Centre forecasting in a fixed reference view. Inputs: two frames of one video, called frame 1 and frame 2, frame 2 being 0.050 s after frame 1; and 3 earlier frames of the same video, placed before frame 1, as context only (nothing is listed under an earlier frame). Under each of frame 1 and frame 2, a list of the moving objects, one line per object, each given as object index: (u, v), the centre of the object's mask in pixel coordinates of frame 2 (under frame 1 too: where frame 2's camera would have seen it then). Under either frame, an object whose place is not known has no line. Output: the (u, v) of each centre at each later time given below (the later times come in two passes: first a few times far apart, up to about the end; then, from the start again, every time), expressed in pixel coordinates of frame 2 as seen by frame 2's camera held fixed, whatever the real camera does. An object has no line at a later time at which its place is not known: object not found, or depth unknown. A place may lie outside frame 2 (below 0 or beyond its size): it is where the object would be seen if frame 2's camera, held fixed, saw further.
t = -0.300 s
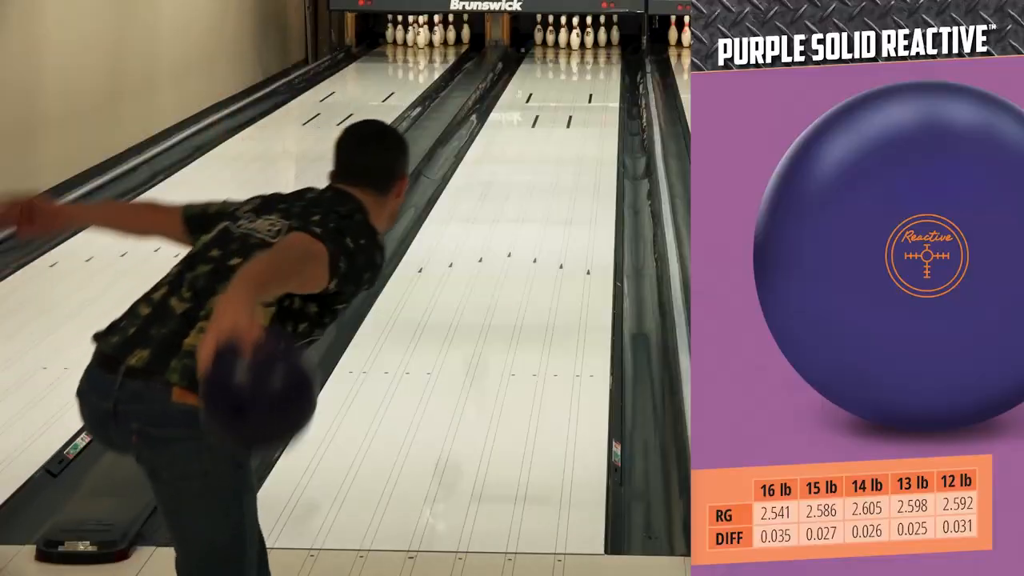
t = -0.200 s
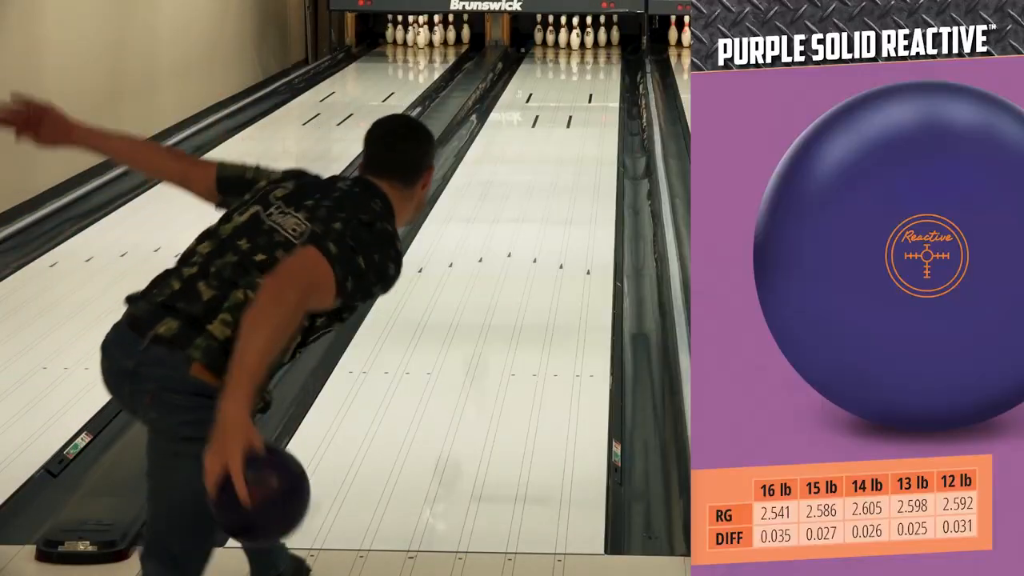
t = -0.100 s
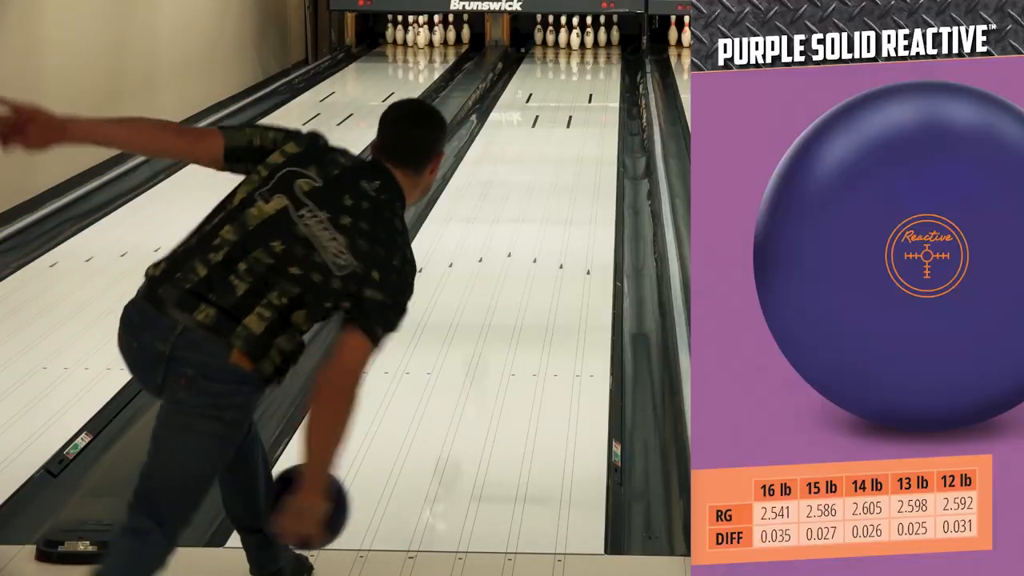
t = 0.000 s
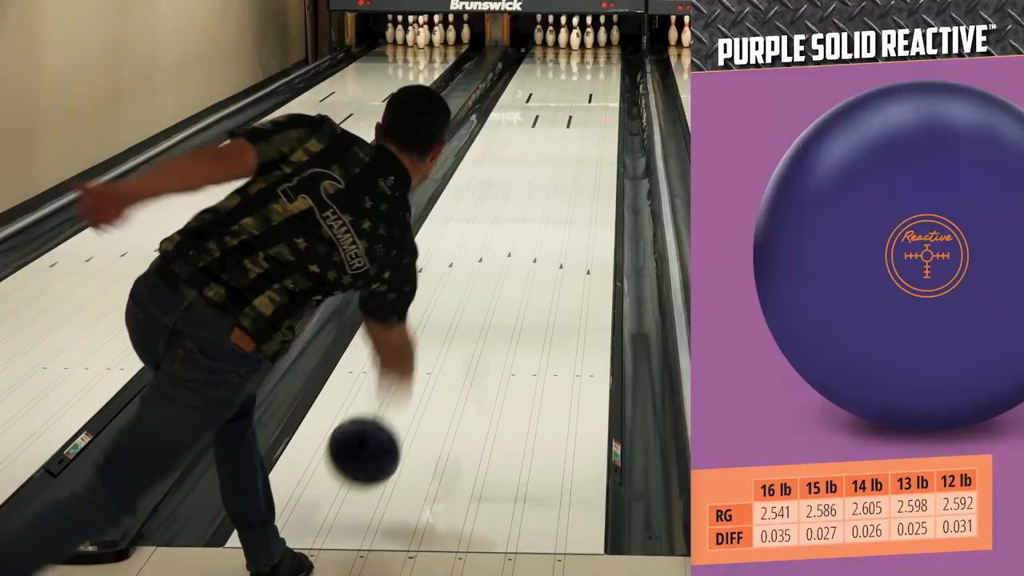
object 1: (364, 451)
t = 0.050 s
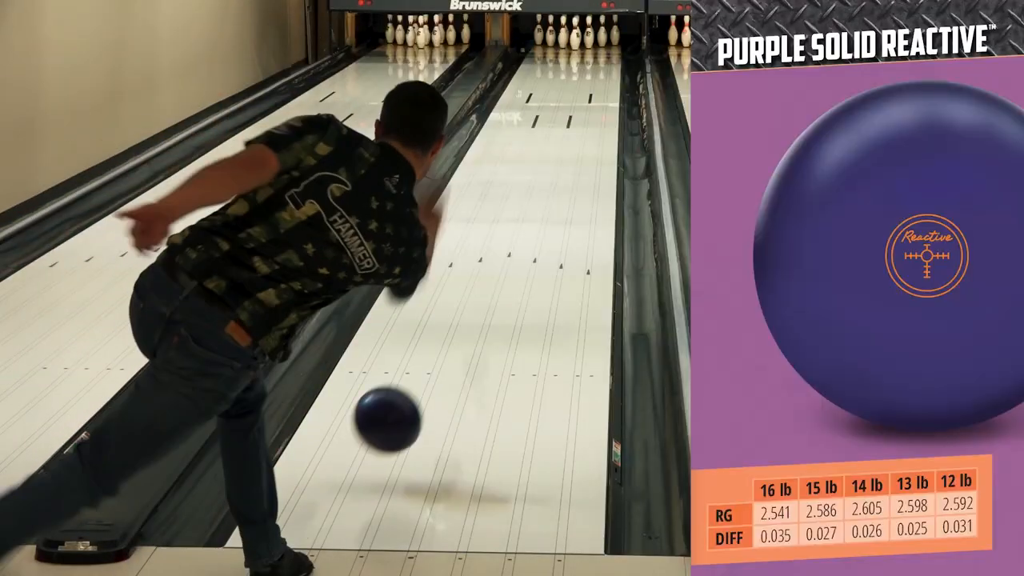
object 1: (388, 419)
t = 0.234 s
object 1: (454, 345)
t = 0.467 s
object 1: (508, 261)
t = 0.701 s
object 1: (544, 202)
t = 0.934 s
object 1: (569, 159)
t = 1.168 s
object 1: (587, 127)
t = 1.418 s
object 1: (600, 101)
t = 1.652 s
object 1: (605, 81)
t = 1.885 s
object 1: (604, 65)
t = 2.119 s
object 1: (595, 52)
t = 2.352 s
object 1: (582, 42)
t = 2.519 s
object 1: (578, 38)
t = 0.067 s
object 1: (395, 411)
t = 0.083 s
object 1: (402, 404)
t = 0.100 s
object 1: (409, 398)
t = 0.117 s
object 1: (415, 393)
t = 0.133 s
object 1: (422, 390)
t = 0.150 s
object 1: (428, 387)
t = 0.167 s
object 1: (433, 381)
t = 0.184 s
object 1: (439, 370)
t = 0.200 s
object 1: (444, 360)
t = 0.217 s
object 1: (450, 352)
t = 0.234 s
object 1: (454, 345)
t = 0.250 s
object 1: (459, 339)
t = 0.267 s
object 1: (464, 333)
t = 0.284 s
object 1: (468, 326)
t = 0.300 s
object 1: (472, 319)
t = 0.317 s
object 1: (476, 312)
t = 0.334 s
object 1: (480, 306)
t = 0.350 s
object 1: (484, 300)
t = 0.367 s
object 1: (488, 294)
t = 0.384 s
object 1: (492, 288)
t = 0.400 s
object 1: (495, 282)
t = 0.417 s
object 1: (498, 277)
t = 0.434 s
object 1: (502, 271)
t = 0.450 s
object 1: (505, 266)
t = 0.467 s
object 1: (508, 261)
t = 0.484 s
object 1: (511, 256)
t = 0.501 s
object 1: (514, 252)
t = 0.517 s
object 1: (517, 247)
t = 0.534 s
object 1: (520, 243)
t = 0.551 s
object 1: (523, 238)
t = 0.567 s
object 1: (525, 234)
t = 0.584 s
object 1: (528, 230)
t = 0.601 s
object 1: (530, 225)
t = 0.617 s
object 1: (533, 221)
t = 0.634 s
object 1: (535, 217)
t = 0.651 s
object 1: (538, 213)
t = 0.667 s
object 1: (540, 209)
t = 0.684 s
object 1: (542, 206)
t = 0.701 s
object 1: (544, 202)
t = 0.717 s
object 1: (546, 199)
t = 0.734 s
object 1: (548, 195)
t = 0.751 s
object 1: (550, 192)
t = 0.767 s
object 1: (552, 188)
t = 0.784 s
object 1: (554, 185)
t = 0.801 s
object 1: (556, 182)
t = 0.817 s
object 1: (558, 179)
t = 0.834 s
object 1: (559, 176)
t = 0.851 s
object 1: (561, 173)
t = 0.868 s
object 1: (563, 171)
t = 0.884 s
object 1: (564, 168)
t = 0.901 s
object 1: (566, 165)
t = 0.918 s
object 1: (567, 162)
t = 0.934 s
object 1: (569, 159)
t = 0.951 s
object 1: (571, 157)
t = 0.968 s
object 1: (572, 154)
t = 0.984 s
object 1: (573, 152)
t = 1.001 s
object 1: (575, 149)
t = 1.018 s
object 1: (576, 147)
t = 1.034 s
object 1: (577, 145)
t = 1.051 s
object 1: (579, 142)
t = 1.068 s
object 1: (580, 140)
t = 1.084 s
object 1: (581, 138)
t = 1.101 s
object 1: (582, 136)
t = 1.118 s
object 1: (583, 133)
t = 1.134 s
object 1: (585, 131)
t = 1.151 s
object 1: (586, 129)
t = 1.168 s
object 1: (587, 127)
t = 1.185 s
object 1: (588, 125)
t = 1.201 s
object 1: (589, 124)
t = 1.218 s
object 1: (590, 122)
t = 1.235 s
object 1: (591, 120)
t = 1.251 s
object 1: (592, 118)
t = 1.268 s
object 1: (593, 116)
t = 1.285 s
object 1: (594, 114)
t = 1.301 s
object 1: (594, 113)
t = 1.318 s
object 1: (595, 111)
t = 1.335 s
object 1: (596, 109)
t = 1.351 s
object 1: (597, 107)
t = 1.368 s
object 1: (598, 106)
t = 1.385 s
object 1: (598, 104)
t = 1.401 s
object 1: (599, 102)
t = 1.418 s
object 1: (600, 101)
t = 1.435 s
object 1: (600, 99)
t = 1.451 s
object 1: (601, 97)
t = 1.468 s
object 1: (601, 96)
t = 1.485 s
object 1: (602, 94)
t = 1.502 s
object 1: (602, 93)
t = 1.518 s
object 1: (603, 92)
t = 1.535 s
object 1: (603, 90)
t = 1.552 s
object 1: (603, 89)
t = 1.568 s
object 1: (604, 87)
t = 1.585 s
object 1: (604, 86)
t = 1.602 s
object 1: (605, 85)
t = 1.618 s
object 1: (605, 83)
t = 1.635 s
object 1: (605, 82)
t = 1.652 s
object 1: (605, 81)
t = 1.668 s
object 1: (606, 80)
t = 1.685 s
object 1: (605, 78)
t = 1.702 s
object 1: (605, 77)
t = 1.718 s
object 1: (606, 76)
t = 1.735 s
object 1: (606, 75)
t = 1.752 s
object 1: (606, 74)
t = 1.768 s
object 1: (606, 73)
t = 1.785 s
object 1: (605, 71)
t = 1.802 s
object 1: (605, 70)
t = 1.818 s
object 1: (605, 69)
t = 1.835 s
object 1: (605, 68)
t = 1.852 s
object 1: (604, 67)
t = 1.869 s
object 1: (604, 66)
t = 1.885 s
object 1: (604, 65)
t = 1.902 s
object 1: (604, 64)
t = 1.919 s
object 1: (603, 63)
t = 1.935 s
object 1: (603, 62)
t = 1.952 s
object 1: (602, 62)
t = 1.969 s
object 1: (602, 61)
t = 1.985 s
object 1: (601, 60)
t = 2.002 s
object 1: (600, 59)
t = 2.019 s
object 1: (600, 57)
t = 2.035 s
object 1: (599, 57)
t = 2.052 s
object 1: (599, 56)
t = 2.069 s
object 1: (598, 55)
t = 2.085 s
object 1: (597, 55)
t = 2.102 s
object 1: (596, 54)
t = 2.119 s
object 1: (595, 52)
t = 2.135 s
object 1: (594, 52)
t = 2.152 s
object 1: (594, 51)
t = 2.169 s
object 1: (593, 50)
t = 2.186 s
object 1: (592, 49)
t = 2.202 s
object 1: (591, 49)
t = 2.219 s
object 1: (590, 48)
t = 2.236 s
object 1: (590, 47)
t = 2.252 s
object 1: (589, 46)
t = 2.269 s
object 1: (588, 46)
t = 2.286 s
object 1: (586, 45)
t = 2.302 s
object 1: (585, 44)
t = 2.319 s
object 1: (584, 43)
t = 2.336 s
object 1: (583, 42)
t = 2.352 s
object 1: (582, 42)
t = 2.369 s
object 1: (582, 42)
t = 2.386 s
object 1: (582, 41)
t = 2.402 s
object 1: (582, 41)
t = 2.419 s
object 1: (582, 40)
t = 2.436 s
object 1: (581, 40)
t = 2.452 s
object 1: (581, 40)
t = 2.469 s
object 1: (580, 39)
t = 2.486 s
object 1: (579, 39)
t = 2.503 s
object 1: (579, 38)
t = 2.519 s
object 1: (578, 38)
